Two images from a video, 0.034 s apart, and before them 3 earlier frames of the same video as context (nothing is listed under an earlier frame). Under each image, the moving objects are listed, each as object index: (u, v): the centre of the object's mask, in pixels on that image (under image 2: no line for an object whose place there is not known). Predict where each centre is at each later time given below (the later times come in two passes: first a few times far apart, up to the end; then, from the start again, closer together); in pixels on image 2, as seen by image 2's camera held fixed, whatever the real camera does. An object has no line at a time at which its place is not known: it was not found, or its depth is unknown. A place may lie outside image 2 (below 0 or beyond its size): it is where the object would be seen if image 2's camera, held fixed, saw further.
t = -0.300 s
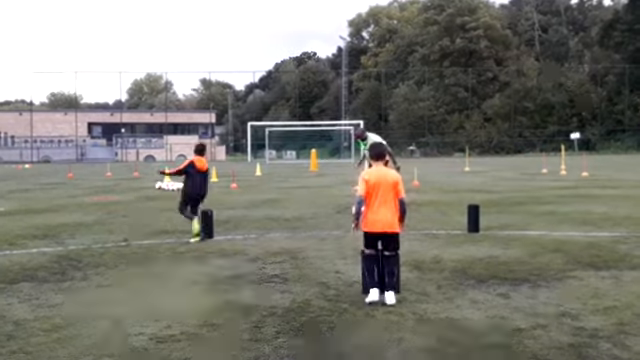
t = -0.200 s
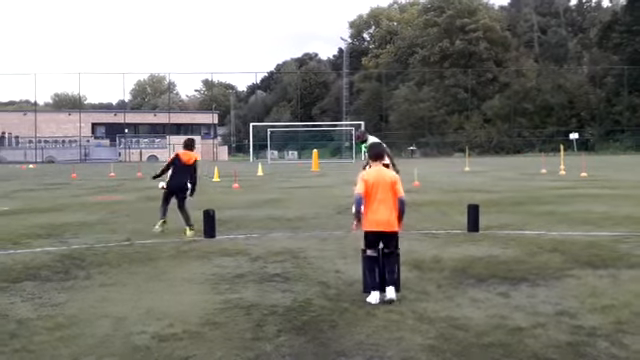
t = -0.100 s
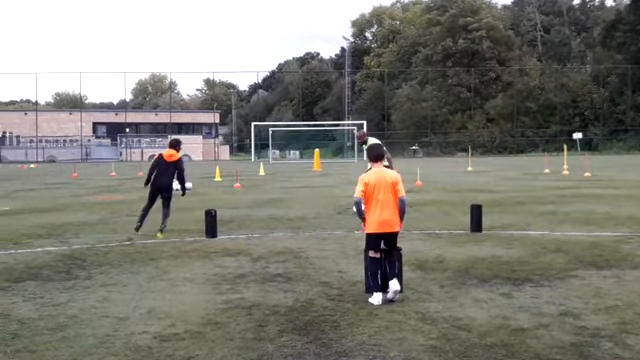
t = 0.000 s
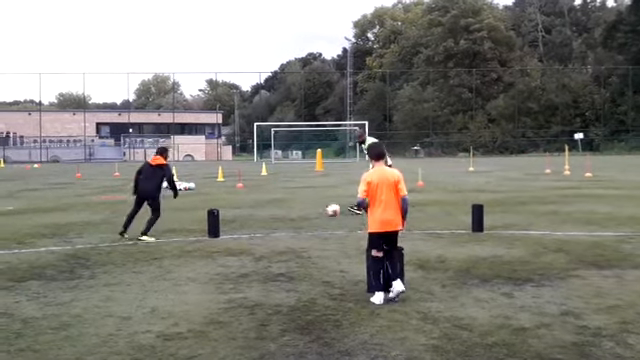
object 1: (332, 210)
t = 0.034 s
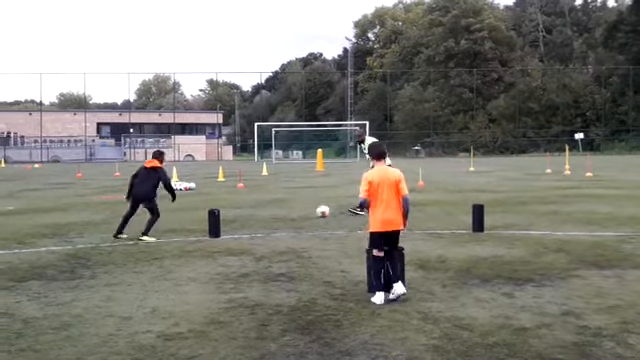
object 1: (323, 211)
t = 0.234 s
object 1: (258, 216)
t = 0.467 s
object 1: (183, 222)
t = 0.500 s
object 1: (173, 224)
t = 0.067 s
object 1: (312, 212)
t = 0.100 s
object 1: (301, 212)
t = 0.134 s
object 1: (290, 213)
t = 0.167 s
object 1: (279, 215)
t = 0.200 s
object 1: (268, 216)
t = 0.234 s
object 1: (258, 216)
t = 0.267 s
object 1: (247, 216)
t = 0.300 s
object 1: (236, 218)
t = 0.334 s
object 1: (226, 220)
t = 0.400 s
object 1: (203, 219)
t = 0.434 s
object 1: (194, 220)
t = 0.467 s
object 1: (183, 222)
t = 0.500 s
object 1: (173, 224)
